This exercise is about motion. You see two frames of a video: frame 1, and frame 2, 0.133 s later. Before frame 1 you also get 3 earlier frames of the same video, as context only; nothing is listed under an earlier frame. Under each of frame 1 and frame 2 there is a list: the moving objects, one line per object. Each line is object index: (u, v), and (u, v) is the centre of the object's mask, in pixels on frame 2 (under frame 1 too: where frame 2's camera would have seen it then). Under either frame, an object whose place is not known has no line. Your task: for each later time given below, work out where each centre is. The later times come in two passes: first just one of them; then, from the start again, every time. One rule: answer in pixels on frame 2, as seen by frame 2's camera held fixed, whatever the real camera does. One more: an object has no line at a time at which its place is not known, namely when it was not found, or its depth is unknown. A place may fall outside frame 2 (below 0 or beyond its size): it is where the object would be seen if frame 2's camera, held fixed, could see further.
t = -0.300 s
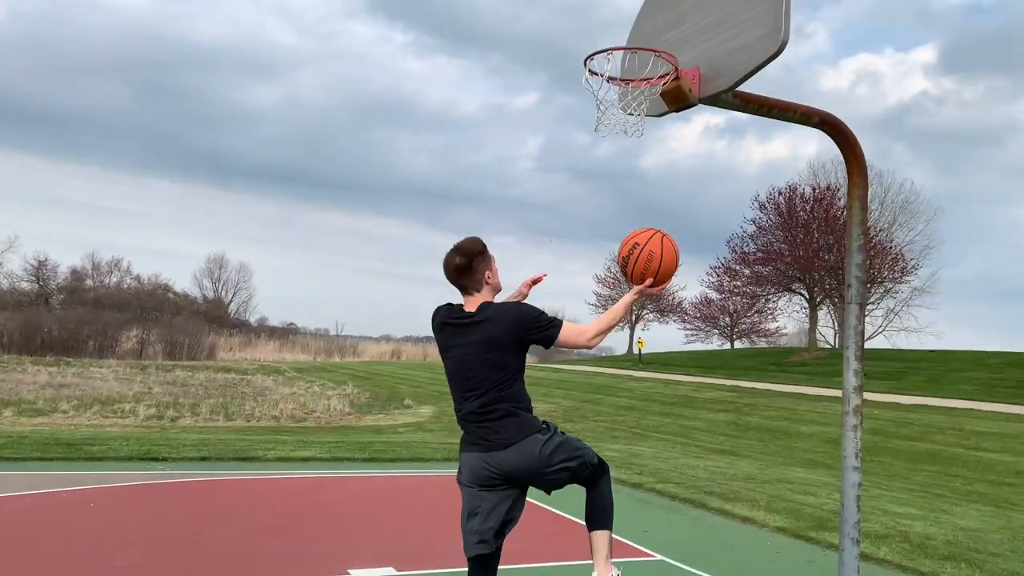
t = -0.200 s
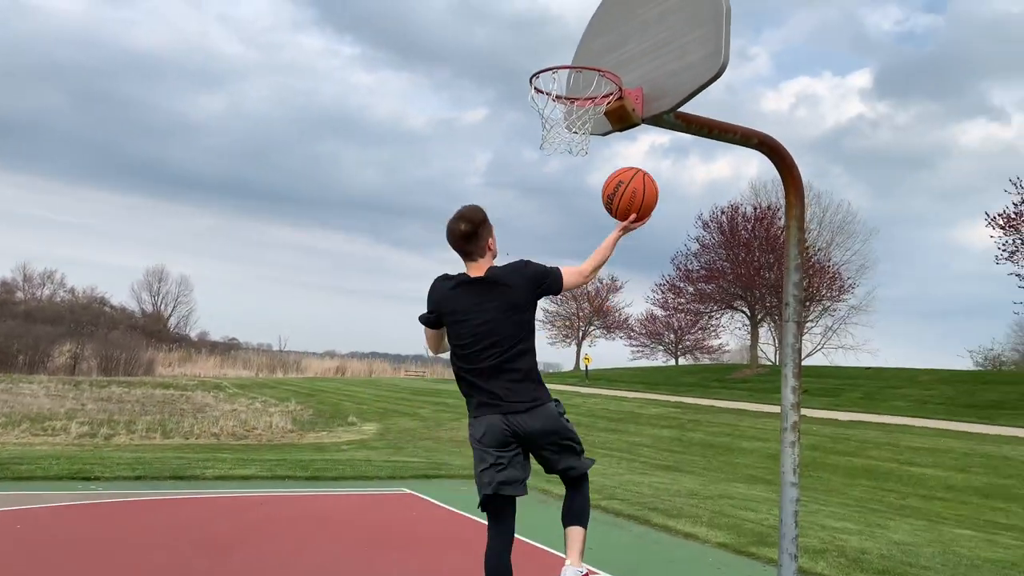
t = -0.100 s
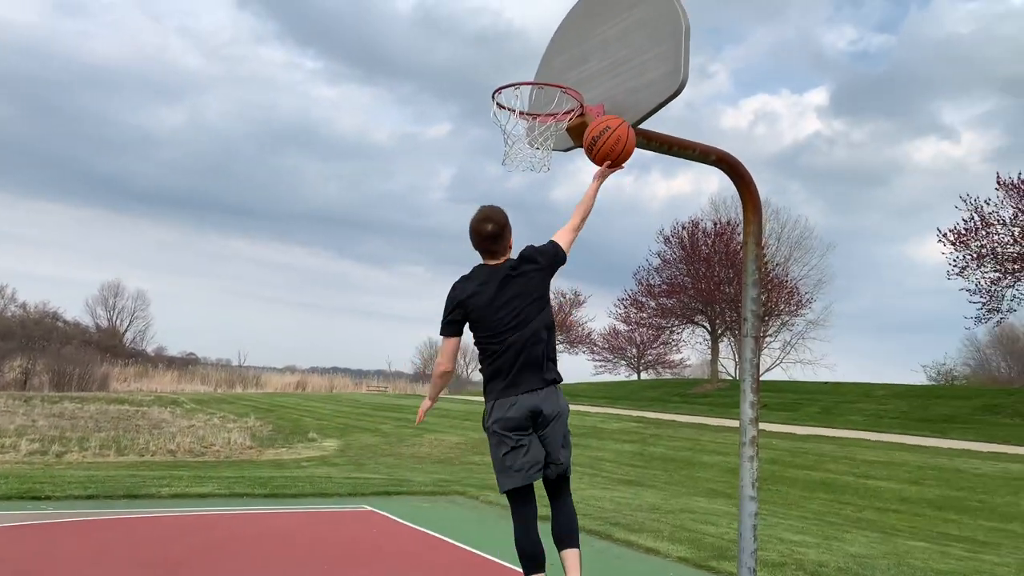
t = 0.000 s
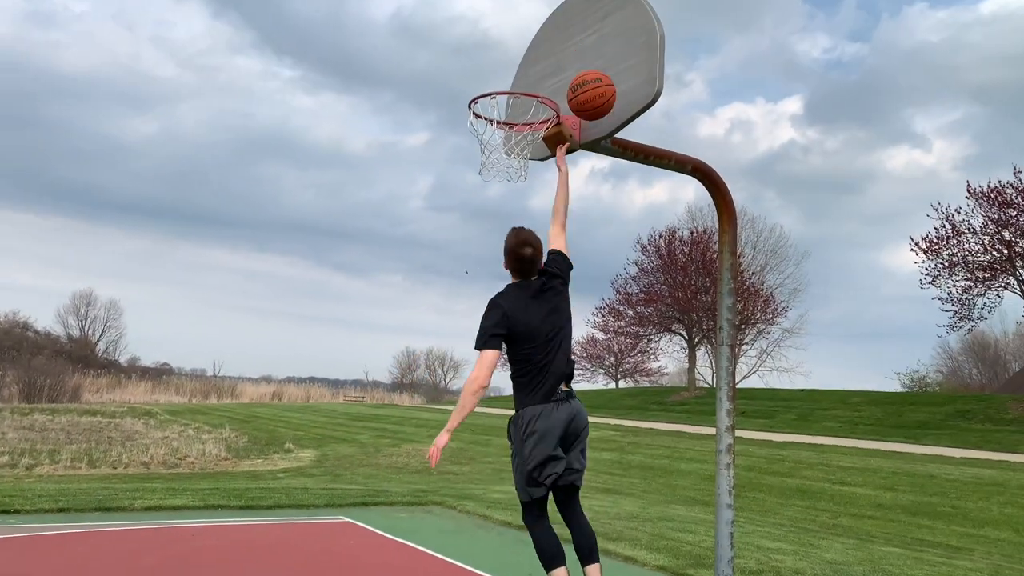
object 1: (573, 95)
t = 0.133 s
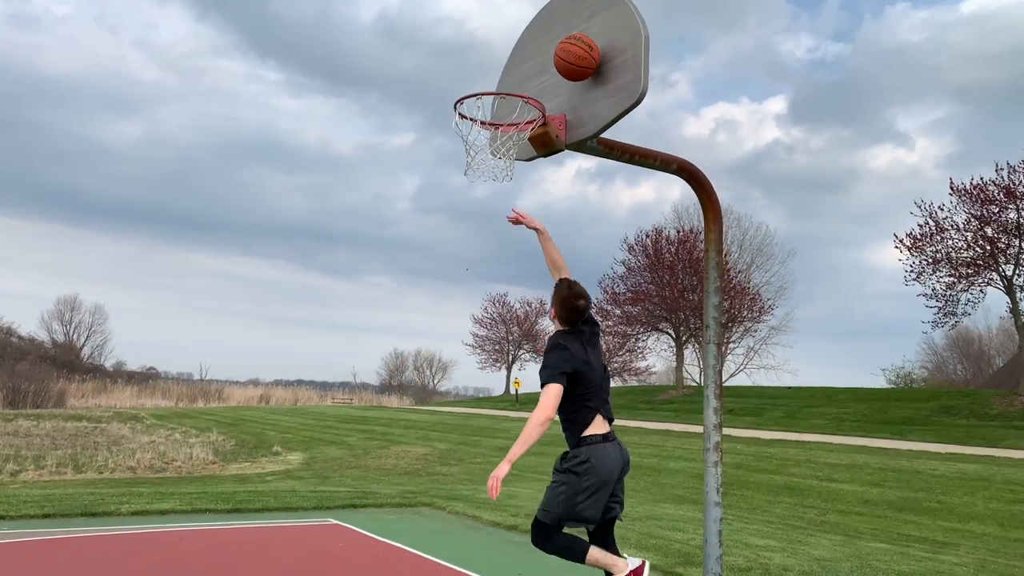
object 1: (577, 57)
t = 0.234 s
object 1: (554, 45)
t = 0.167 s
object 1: (569, 51)
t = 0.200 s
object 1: (561, 47)
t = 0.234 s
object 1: (554, 45)
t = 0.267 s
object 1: (546, 45)
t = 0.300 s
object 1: (537, 48)
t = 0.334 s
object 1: (529, 53)
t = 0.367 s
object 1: (520, 59)
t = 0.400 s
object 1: (512, 66)
